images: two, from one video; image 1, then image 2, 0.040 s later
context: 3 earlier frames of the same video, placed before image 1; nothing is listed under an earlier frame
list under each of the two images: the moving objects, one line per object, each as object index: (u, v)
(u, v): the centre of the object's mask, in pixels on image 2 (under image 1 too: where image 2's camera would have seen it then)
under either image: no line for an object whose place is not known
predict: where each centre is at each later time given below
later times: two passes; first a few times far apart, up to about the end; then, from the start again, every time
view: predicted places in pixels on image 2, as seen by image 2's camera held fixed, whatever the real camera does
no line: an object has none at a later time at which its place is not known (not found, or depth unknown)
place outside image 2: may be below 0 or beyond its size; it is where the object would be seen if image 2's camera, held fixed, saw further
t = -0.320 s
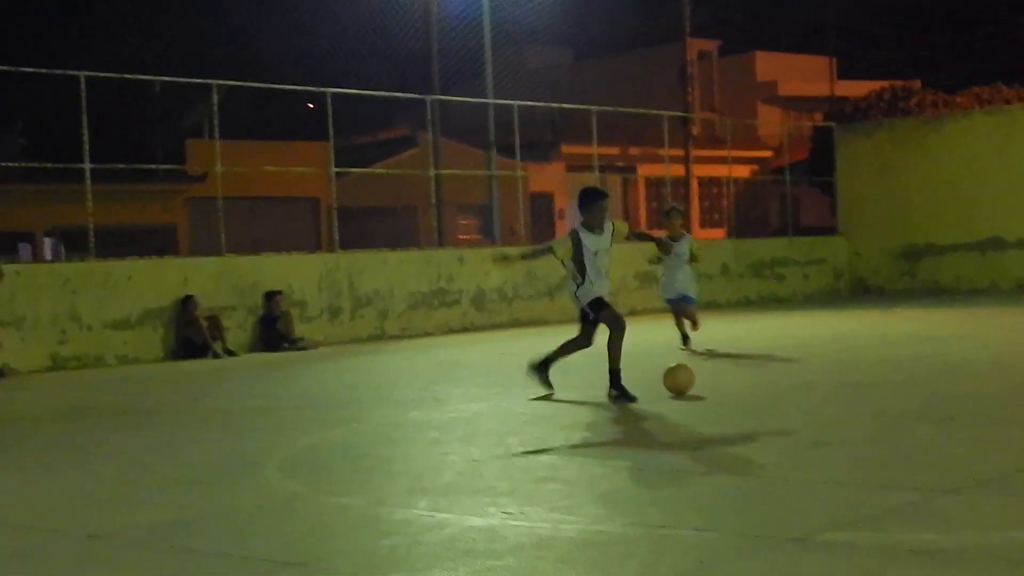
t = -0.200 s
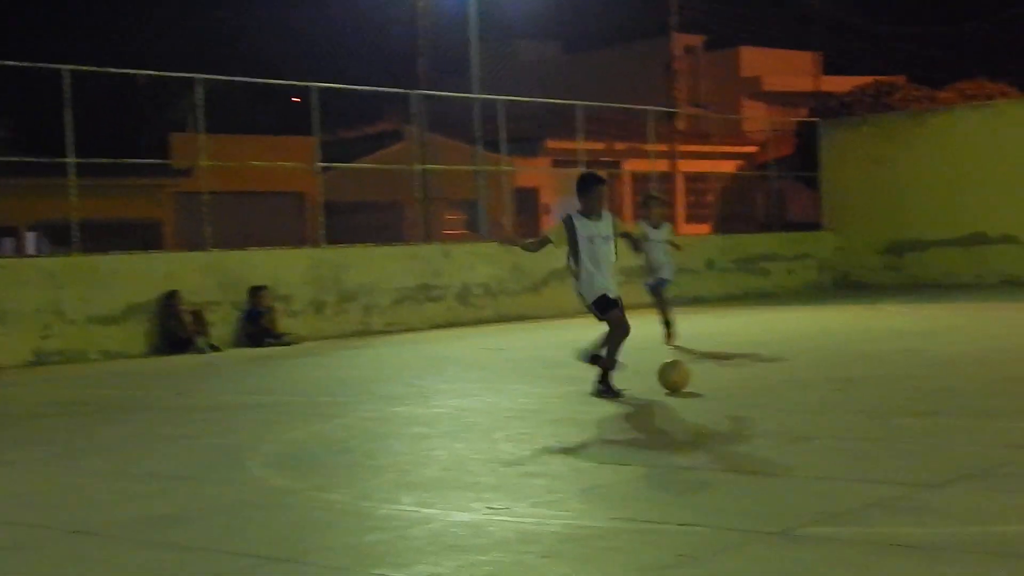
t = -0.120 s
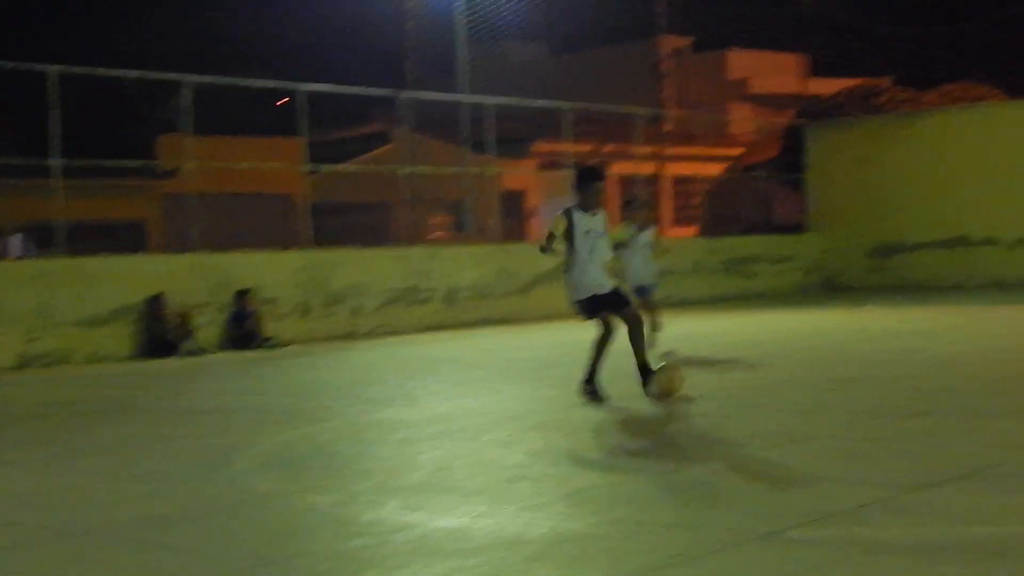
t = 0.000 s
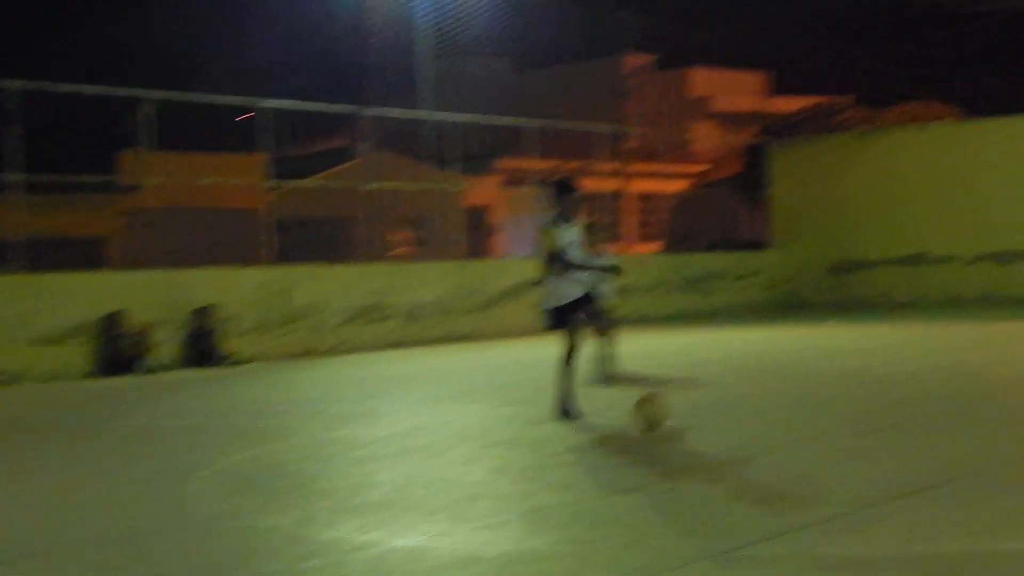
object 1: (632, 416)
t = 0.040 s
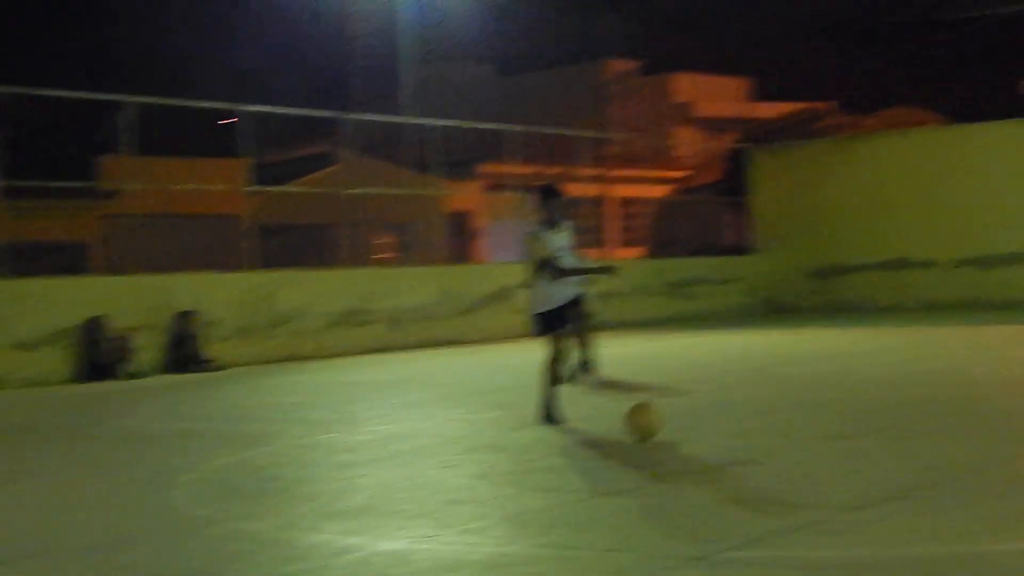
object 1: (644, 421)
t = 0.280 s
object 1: (710, 461)
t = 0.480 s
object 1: (775, 494)
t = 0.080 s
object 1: (653, 427)
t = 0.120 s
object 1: (662, 432)
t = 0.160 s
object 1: (671, 437)
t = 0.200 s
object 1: (682, 444)
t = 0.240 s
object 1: (695, 454)
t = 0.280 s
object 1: (710, 461)
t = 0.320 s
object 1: (723, 473)
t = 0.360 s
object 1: (736, 480)
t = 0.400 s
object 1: (747, 492)
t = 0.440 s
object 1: (760, 497)
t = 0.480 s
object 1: (775, 494)
